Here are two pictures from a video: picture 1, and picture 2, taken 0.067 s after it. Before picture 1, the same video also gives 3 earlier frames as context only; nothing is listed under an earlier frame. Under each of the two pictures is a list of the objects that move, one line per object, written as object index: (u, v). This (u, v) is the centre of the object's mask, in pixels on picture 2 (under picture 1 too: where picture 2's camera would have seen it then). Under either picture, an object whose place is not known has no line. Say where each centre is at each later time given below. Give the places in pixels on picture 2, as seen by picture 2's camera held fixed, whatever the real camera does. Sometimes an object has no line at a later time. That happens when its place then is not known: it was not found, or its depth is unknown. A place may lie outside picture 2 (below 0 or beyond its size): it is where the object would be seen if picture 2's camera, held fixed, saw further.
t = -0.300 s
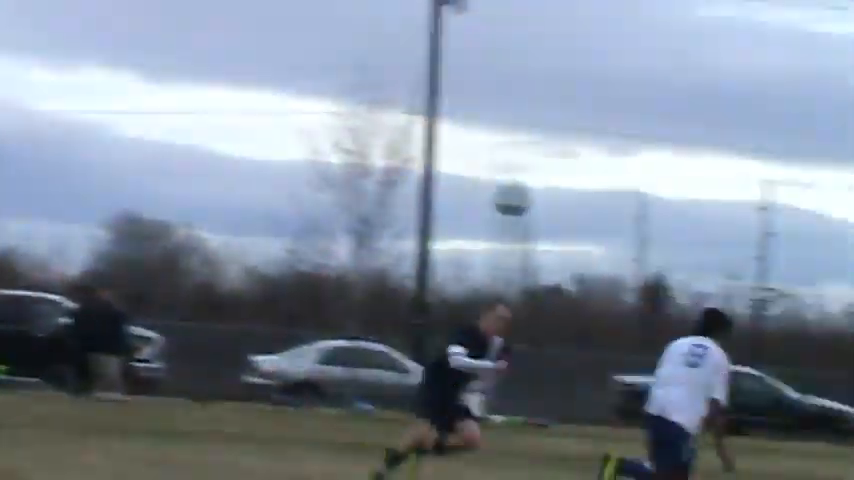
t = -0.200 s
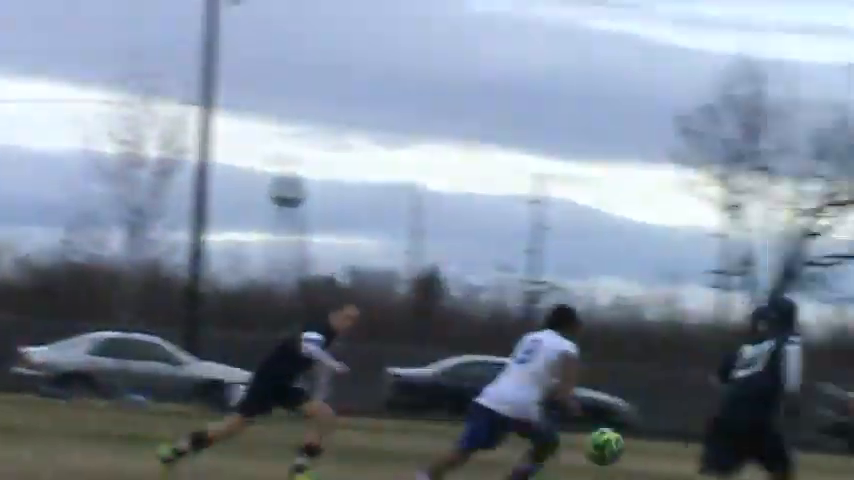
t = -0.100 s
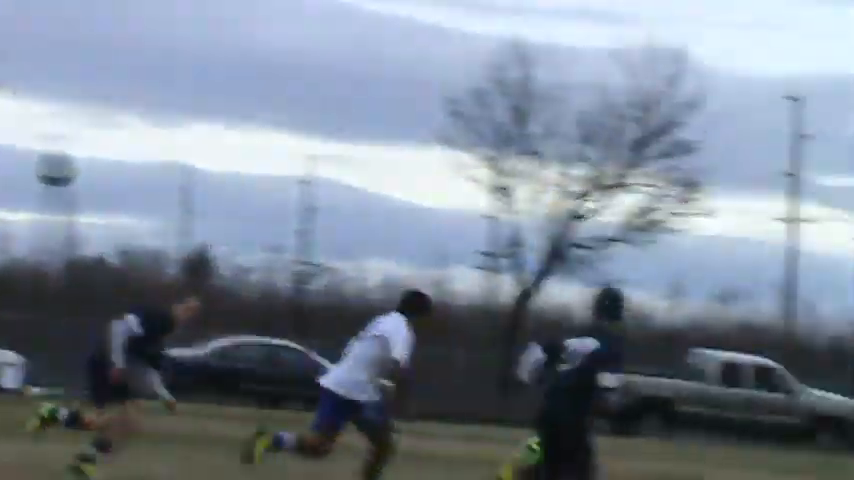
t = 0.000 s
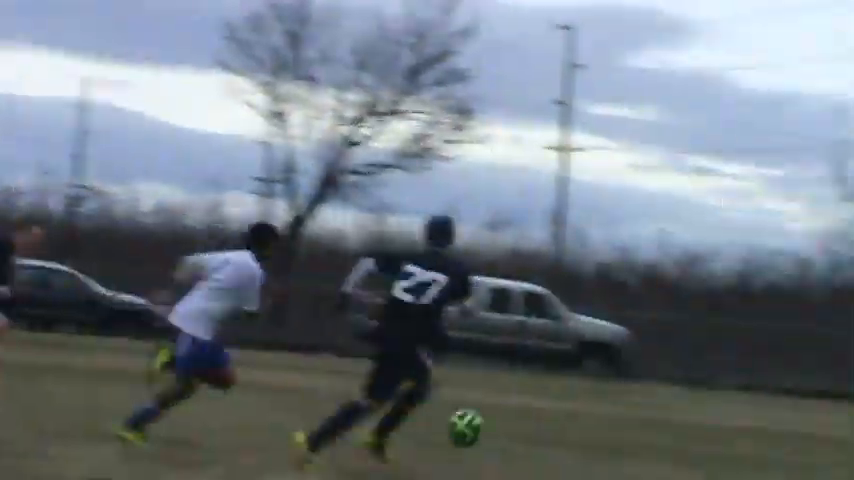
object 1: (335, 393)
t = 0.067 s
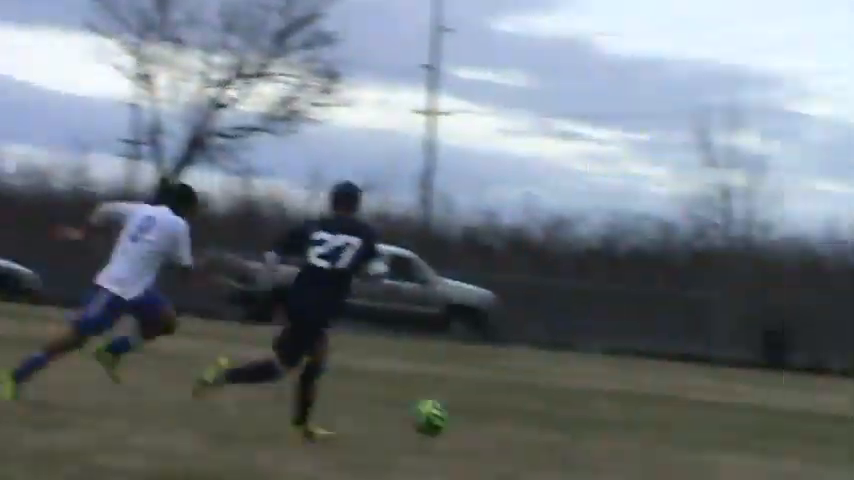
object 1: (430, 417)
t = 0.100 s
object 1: (472, 413)
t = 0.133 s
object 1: (519, 410)
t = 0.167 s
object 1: (561, 409)
